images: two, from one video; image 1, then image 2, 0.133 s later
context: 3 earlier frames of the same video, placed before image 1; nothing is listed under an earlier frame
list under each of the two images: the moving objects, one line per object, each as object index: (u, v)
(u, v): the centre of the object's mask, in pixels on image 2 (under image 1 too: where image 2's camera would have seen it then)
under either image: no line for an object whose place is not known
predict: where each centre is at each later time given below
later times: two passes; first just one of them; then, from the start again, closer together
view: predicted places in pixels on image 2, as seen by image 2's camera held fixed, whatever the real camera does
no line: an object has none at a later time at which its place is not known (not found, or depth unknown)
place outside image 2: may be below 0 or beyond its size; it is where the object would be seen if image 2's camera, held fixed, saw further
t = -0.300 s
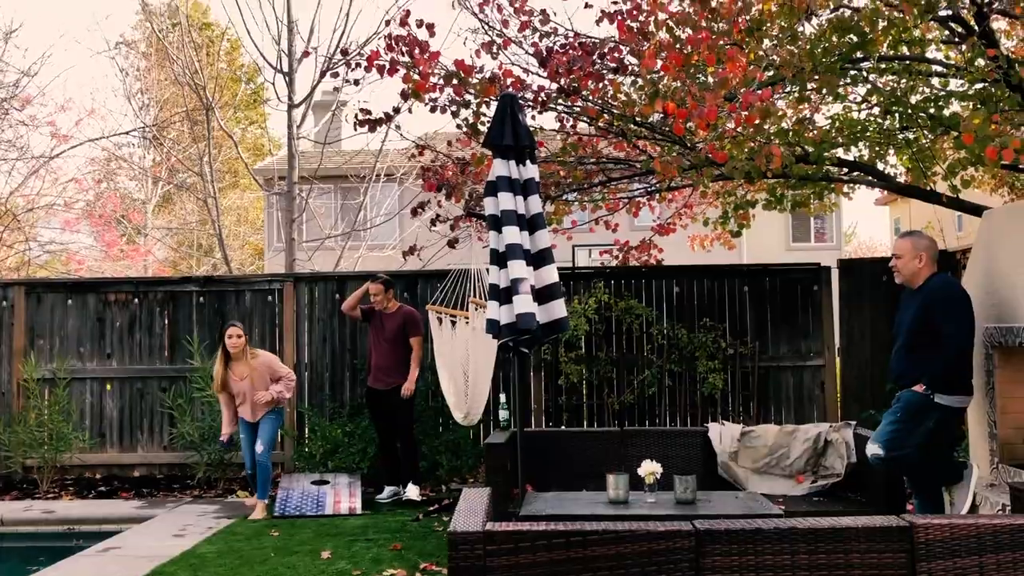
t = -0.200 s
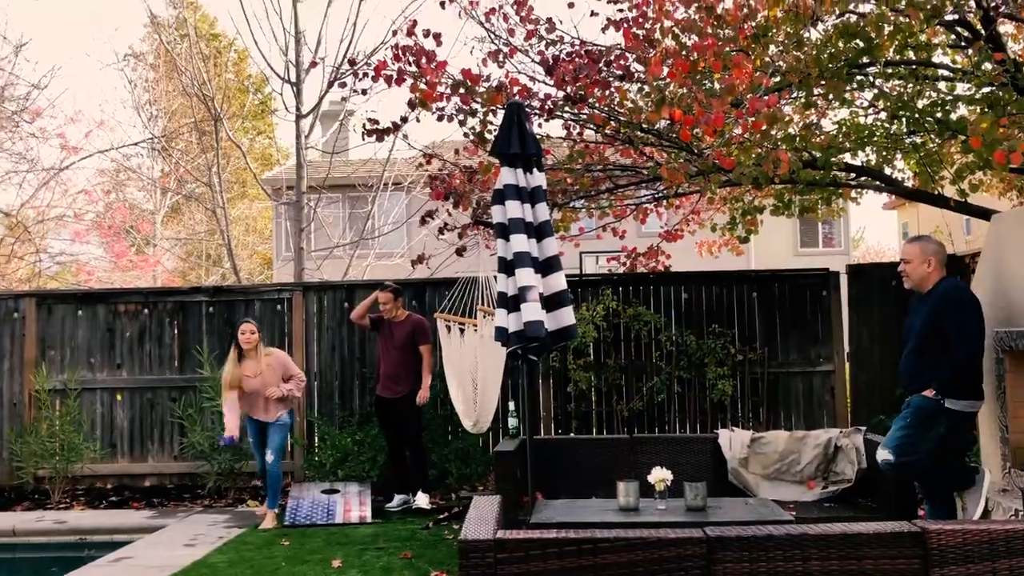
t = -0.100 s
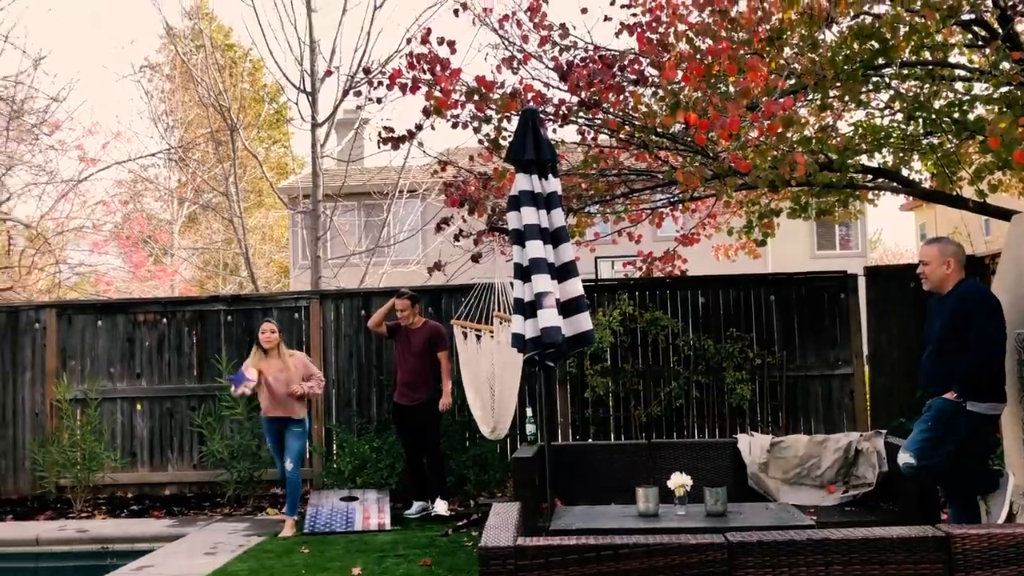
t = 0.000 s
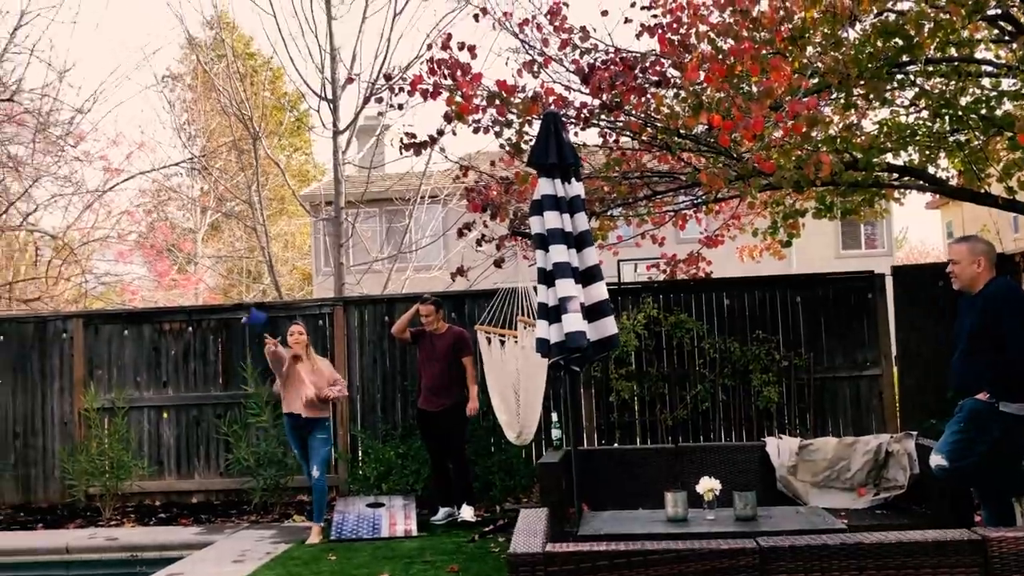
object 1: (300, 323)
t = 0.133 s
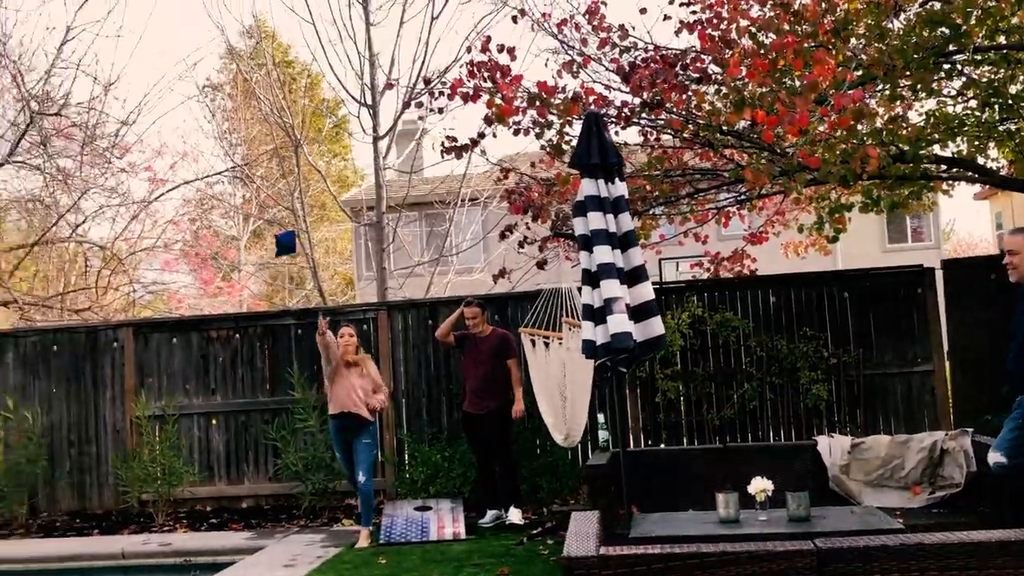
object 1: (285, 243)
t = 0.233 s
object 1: (274, 189)
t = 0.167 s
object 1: (282, 224)
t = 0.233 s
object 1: (274, 189)
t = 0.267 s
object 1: (270, 174)
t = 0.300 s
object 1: (266, 159)
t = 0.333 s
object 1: (261, 147)
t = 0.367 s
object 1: (256, 135)
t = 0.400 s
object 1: (251, 125)
